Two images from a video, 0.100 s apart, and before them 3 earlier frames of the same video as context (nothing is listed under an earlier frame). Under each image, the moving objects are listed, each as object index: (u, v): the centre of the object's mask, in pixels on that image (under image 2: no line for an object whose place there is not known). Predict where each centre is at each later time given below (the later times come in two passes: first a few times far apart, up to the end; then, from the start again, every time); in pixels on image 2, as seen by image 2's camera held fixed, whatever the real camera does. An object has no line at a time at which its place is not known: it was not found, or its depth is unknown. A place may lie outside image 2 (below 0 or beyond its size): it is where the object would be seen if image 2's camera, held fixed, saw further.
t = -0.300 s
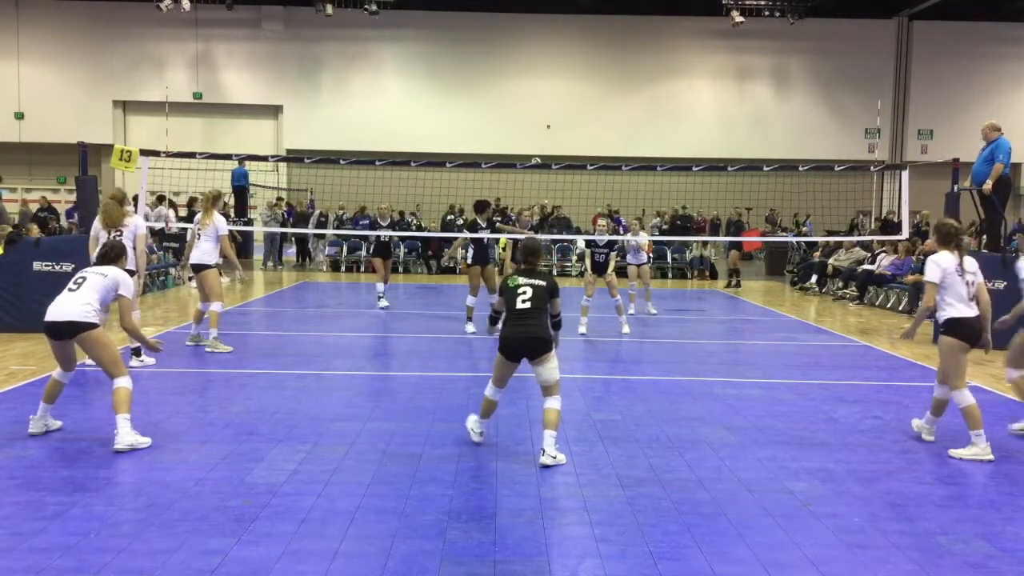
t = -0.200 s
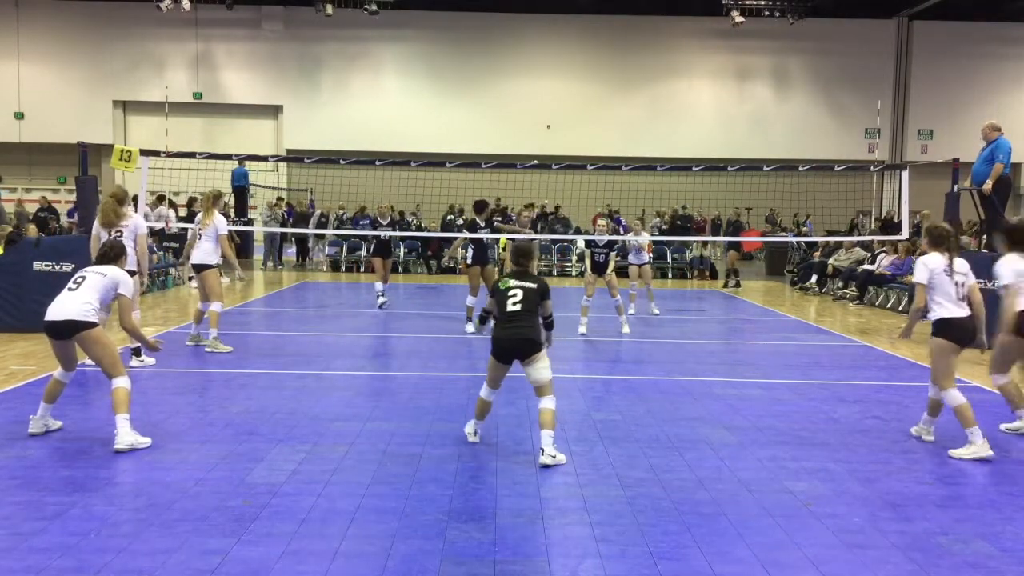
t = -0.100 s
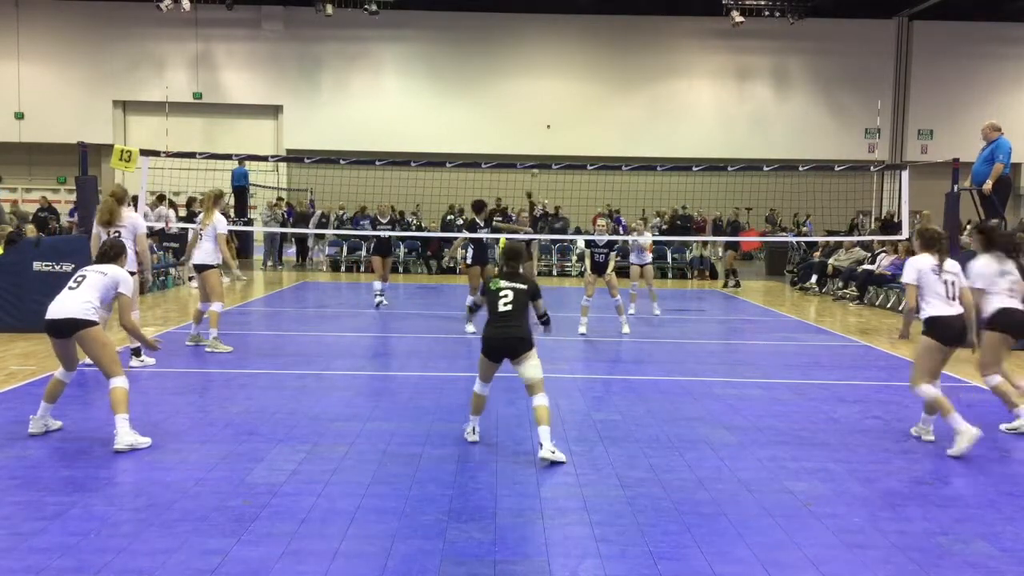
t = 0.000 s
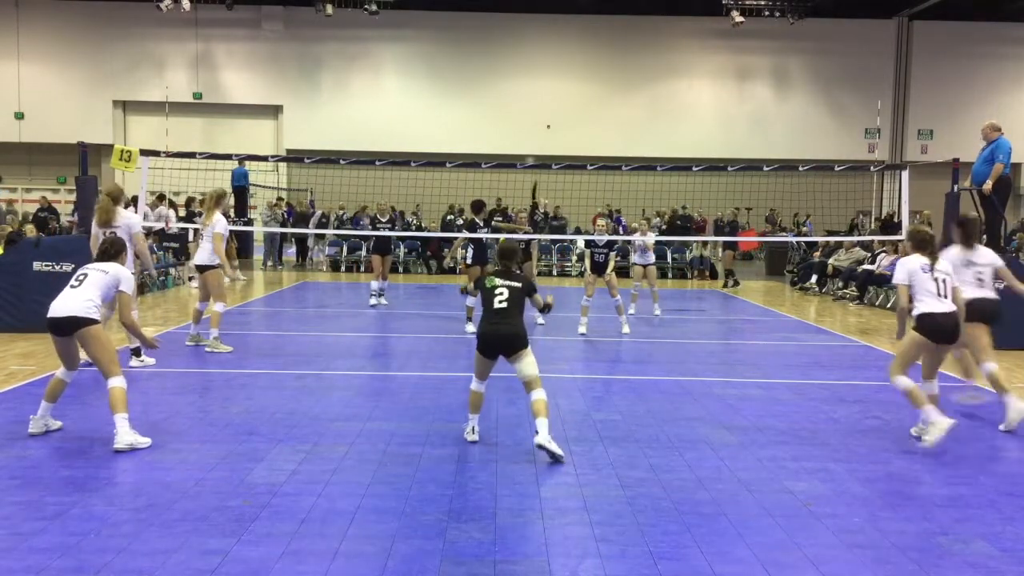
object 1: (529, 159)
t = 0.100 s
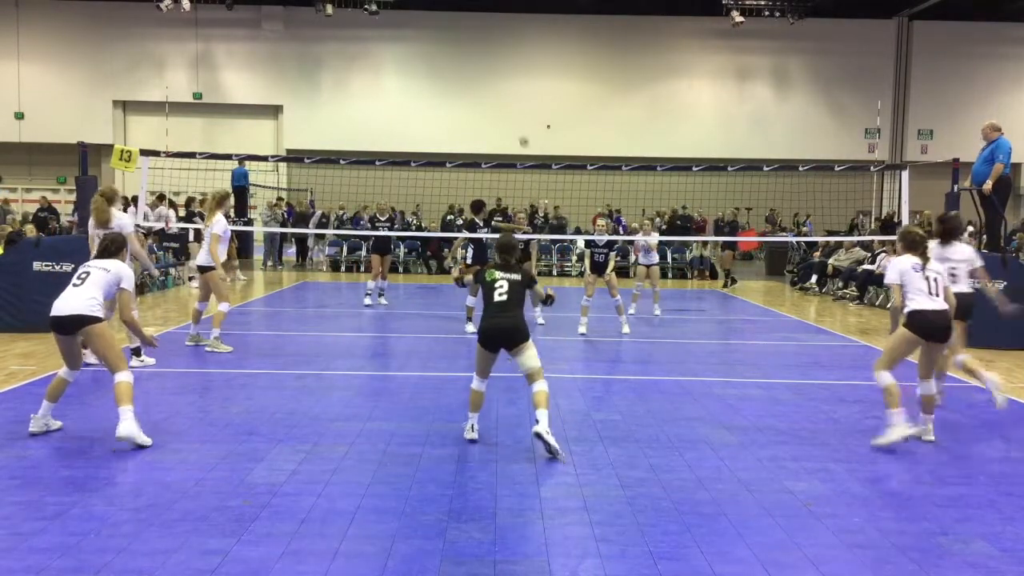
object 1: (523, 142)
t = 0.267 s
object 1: (515, 108)
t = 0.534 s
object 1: (504, 73)
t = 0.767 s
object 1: (493, 77)
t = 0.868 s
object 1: (487, 93)
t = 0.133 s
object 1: (522, 135)
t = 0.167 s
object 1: (519, 127)
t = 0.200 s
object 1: (518, 121)
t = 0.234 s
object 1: (517, 114)
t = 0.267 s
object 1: (515, 108)
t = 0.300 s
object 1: (514, 102)
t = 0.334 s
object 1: (512, 96)
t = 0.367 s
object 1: (511, 91)
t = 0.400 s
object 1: (510, 87)
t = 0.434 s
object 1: (508, 84)
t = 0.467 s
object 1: (506, 79)
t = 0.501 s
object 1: (505, 77)
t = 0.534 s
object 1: (504, 73)
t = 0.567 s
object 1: (503, 72)
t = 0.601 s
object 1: (501, 70)
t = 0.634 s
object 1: (500, 70)
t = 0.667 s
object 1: (498, 70)
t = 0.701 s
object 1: (497, 71)
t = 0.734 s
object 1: (495, 74)
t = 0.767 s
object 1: (493, 77)
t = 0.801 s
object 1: (491, 82)
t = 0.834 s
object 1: (489, 87)
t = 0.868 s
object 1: (487, 93)
